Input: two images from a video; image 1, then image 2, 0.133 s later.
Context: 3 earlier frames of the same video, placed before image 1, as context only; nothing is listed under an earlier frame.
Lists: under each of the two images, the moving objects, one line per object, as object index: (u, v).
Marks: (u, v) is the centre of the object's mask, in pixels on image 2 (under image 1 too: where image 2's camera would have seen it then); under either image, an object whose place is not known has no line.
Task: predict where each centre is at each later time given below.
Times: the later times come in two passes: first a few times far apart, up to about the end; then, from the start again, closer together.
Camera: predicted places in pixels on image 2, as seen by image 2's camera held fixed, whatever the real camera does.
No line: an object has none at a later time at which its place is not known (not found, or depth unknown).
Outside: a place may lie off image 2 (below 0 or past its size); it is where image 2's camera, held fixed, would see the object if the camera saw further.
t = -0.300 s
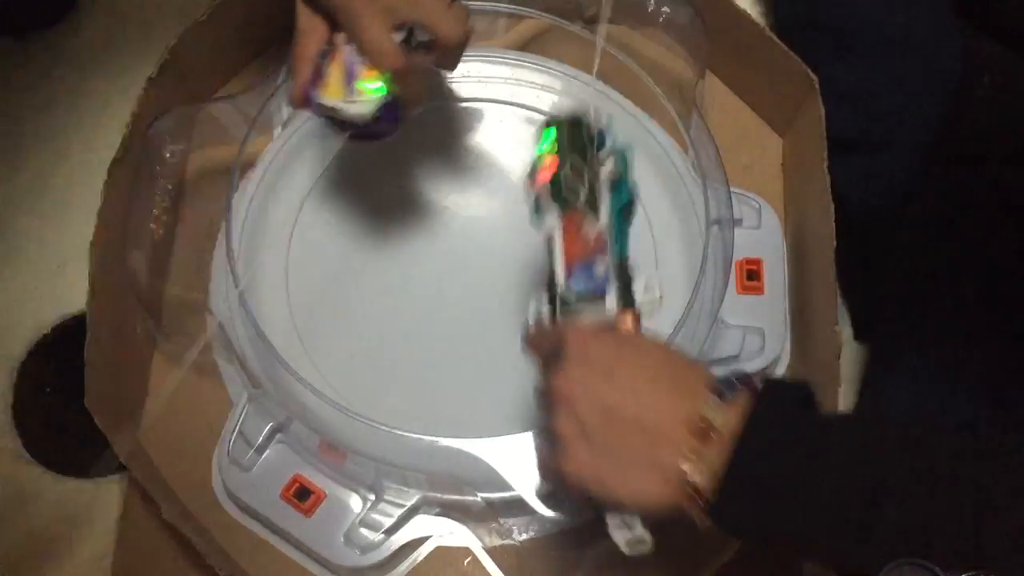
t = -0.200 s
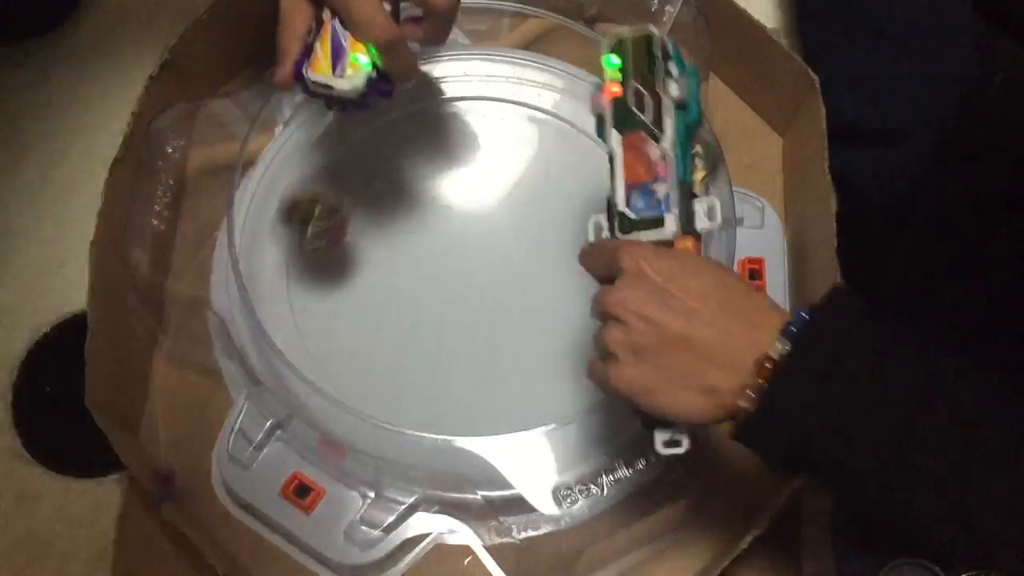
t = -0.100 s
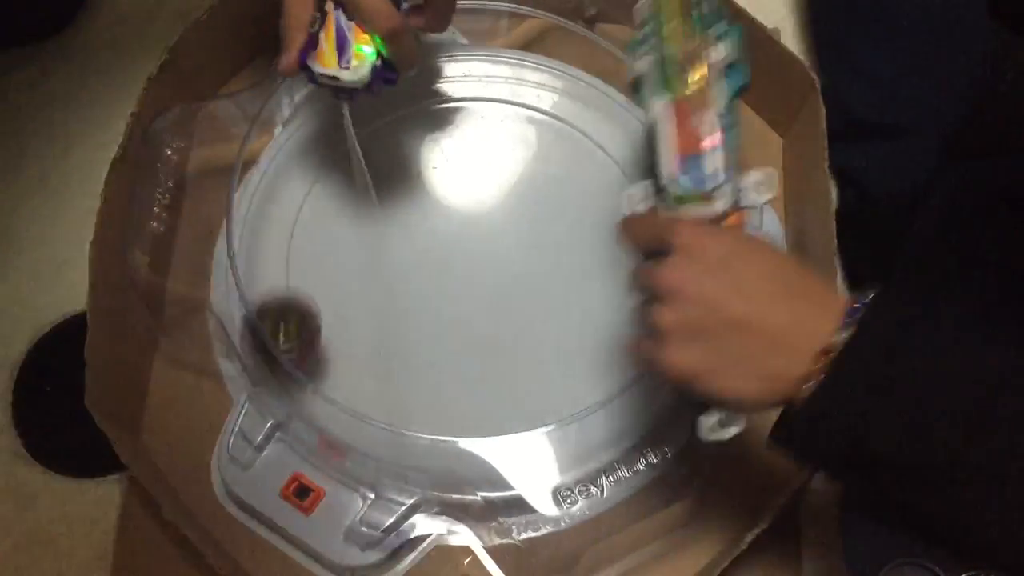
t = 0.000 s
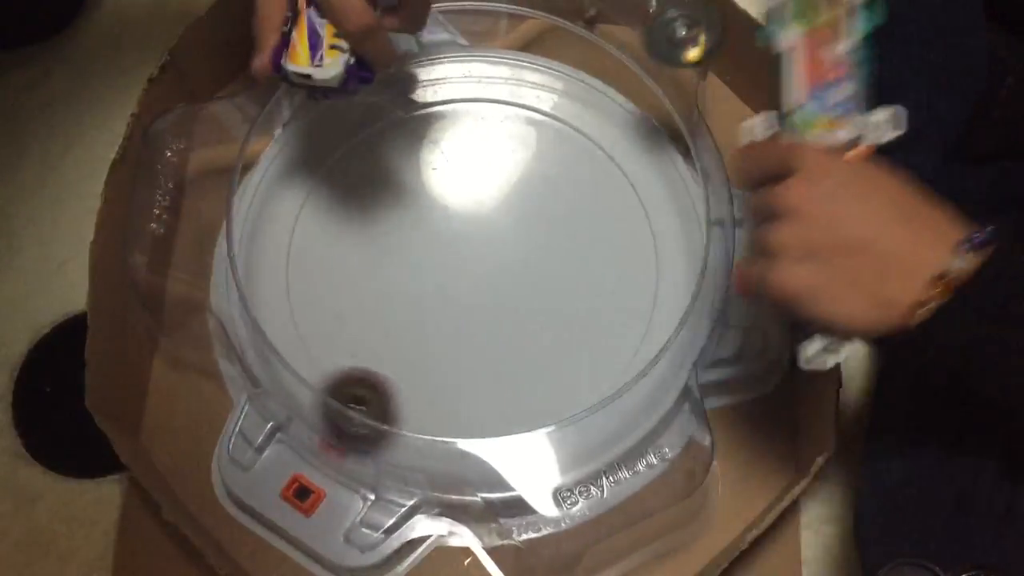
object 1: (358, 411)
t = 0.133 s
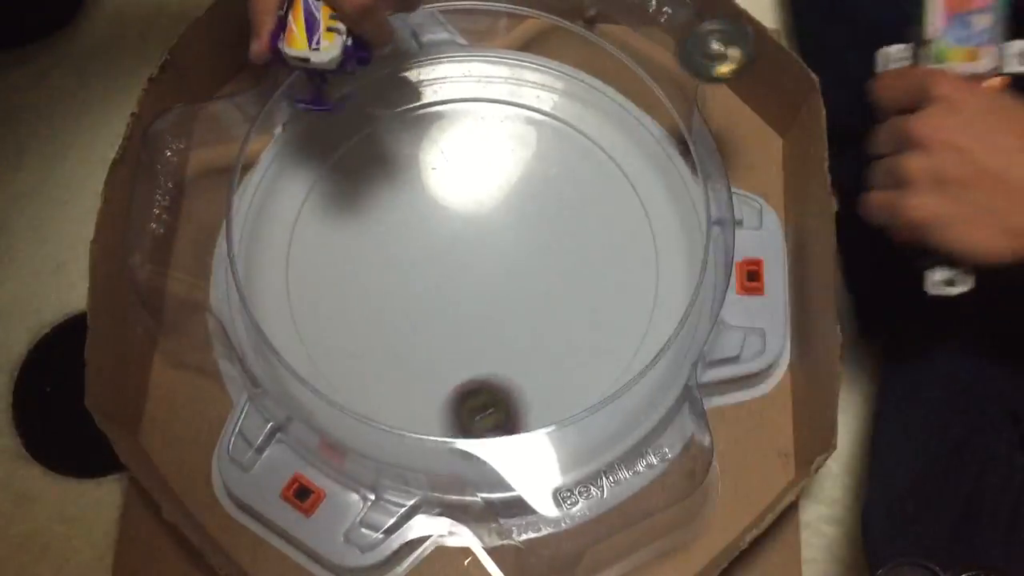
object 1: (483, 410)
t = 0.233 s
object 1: (567, 343)
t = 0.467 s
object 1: (579, 127)
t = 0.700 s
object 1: (365, 150)
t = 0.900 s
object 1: (306, 322)
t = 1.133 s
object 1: (553, 403)
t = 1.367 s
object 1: (639, 205)
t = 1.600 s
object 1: (437, 106)
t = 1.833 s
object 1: (304, 253)
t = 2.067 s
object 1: (467, 402)
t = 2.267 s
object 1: (631, 314)
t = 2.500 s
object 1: (582, 137)
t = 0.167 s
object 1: (514, 396)
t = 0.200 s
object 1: (543, 372)
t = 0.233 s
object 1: (567, 343)
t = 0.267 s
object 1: (585, 312)
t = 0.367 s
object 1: (605, 212)
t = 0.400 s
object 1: (602, 179)
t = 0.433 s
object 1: (594, 150)
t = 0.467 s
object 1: (579, 127)
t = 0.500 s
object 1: (557, 112)
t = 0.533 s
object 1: (530, 105)
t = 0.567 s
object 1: (501, 108)
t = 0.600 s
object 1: (466, 115)
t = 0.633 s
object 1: (430, 124)
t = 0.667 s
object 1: (398, 135)
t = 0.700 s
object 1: (365, 150)
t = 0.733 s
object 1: (334, 166)
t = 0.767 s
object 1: (312, 190)
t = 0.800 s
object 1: (295, 219)
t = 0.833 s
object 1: (289, 252)
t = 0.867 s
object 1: (292, 288)
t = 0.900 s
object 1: (306, 322)
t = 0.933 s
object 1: (333, 358)
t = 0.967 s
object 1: (364, 382)
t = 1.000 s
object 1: (400, 405)
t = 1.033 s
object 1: (437, 416)
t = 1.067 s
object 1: (474, 413)
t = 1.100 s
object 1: (514, 409)
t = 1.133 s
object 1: (553, 403)
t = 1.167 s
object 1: (583, 387)
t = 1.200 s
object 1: (609, 363)
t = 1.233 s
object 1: (629, 334)
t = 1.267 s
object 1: (643, 303)
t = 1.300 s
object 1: (651, 271)
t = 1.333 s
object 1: (649, 238)
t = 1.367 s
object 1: (639, 205)
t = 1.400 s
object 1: (622, 175)
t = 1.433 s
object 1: (599, 150)
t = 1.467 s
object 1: (572, 129)
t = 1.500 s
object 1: (540, 115)
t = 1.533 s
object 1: (507, 105)
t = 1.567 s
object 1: (472, 102)
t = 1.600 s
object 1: (437, 106)
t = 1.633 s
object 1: (405, 116)
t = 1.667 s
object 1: (377, 129)
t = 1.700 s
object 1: (352, 149)
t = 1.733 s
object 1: (332, 170)
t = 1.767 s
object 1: (317, 195)
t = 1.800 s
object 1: (307, 224)
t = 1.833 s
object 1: (304, 253)
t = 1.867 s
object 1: (309, 287)
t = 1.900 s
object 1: (320, 316)
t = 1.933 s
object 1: (340, 344)
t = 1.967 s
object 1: (366, 367)
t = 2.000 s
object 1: (397, 384)
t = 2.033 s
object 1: (433, 397)
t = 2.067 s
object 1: (467, 402)
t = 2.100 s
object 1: (503, 400)
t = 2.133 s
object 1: (539, 392)
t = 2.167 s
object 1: (567, 380)
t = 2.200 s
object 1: (593, 364)
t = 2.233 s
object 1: (615, 340)
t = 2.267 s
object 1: (631, 314)
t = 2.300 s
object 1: (641, 288)
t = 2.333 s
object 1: (646, 258)
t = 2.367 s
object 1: (646, 229)
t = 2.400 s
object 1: (635, 203)
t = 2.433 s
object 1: (620, 177)
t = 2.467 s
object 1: (603, 156)
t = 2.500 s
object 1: (582, 137)
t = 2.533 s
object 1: (557, 123)
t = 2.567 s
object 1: (530, 112)
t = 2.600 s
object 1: (503, 107)
